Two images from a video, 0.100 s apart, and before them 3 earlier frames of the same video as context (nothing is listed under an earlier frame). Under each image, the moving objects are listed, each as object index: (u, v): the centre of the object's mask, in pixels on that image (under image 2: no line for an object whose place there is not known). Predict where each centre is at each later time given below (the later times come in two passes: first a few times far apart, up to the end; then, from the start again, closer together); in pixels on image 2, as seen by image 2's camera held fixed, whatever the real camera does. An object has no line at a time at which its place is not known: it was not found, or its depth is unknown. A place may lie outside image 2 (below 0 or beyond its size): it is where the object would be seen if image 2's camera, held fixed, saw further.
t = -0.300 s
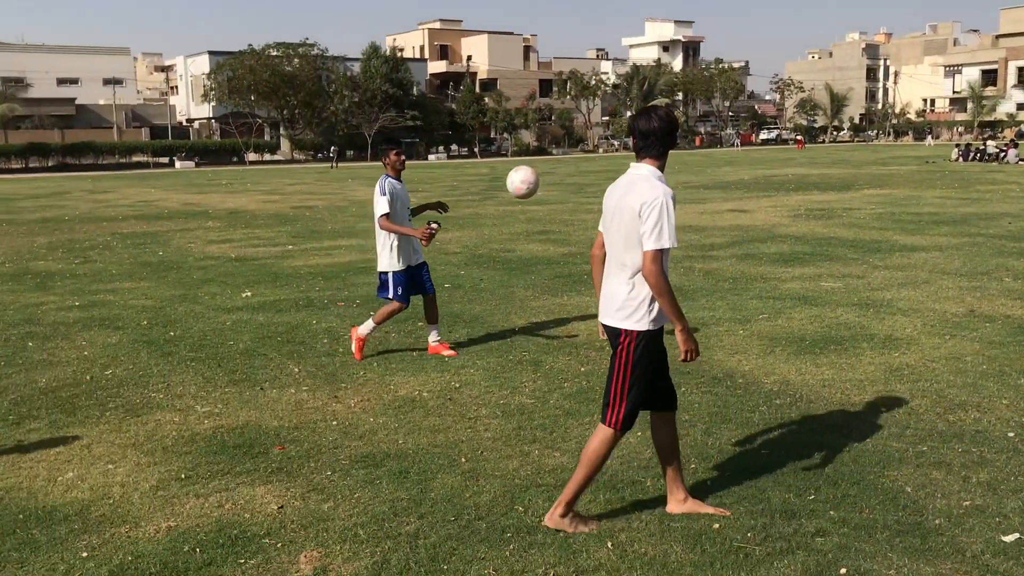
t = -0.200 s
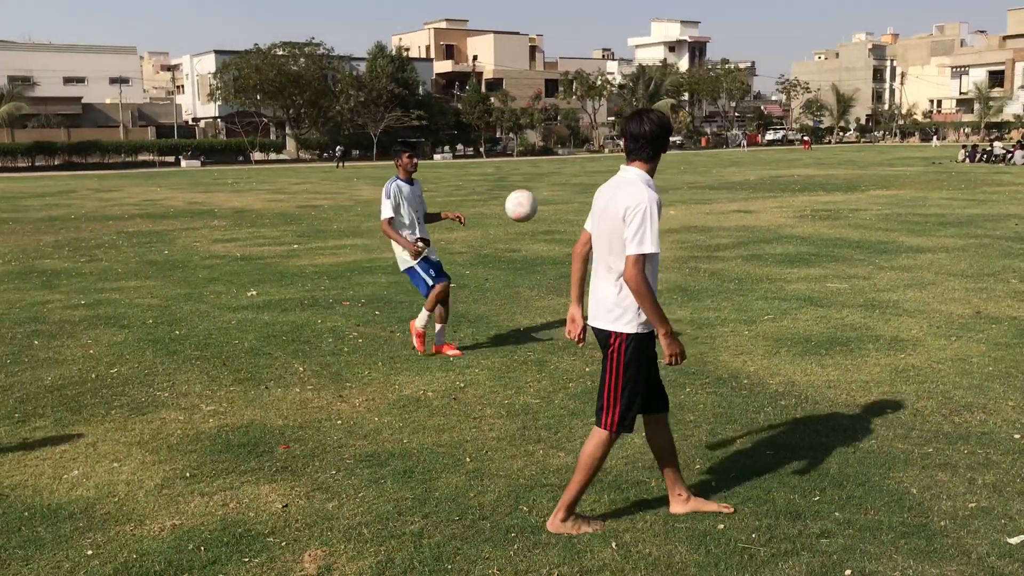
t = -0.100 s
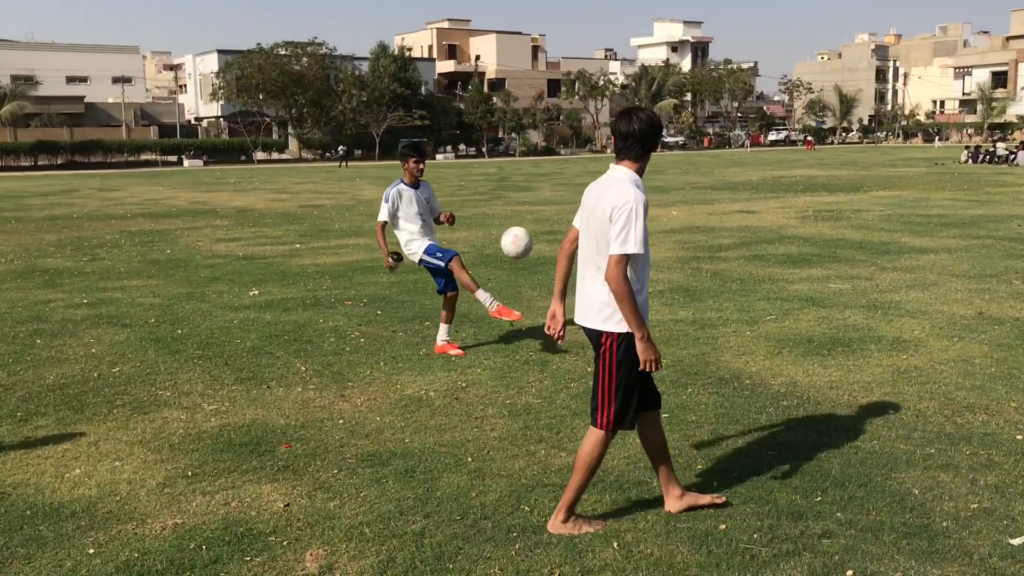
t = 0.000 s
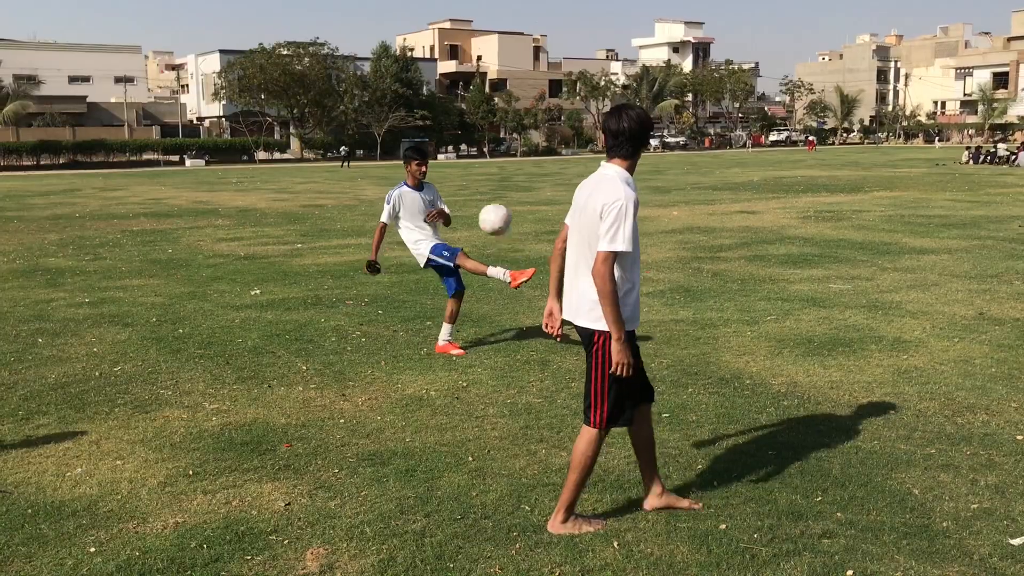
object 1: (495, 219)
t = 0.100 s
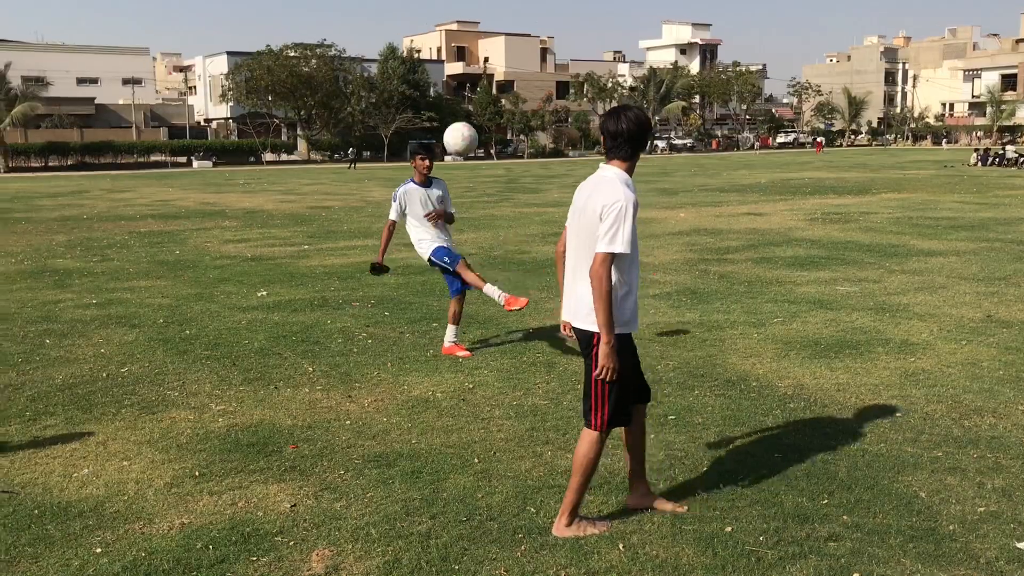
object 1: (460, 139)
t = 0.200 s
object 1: (415, 64)
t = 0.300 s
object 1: (367, 3)
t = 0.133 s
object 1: (446, 114)
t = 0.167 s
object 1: (431, 88)
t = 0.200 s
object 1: (415, 64)
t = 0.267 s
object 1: (383, 20)
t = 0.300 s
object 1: (367, 3)
